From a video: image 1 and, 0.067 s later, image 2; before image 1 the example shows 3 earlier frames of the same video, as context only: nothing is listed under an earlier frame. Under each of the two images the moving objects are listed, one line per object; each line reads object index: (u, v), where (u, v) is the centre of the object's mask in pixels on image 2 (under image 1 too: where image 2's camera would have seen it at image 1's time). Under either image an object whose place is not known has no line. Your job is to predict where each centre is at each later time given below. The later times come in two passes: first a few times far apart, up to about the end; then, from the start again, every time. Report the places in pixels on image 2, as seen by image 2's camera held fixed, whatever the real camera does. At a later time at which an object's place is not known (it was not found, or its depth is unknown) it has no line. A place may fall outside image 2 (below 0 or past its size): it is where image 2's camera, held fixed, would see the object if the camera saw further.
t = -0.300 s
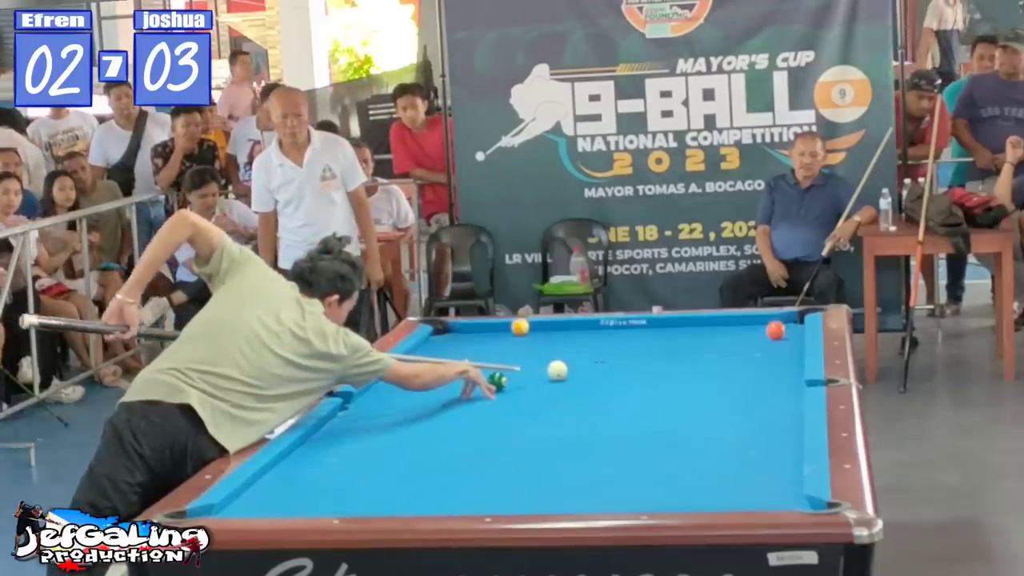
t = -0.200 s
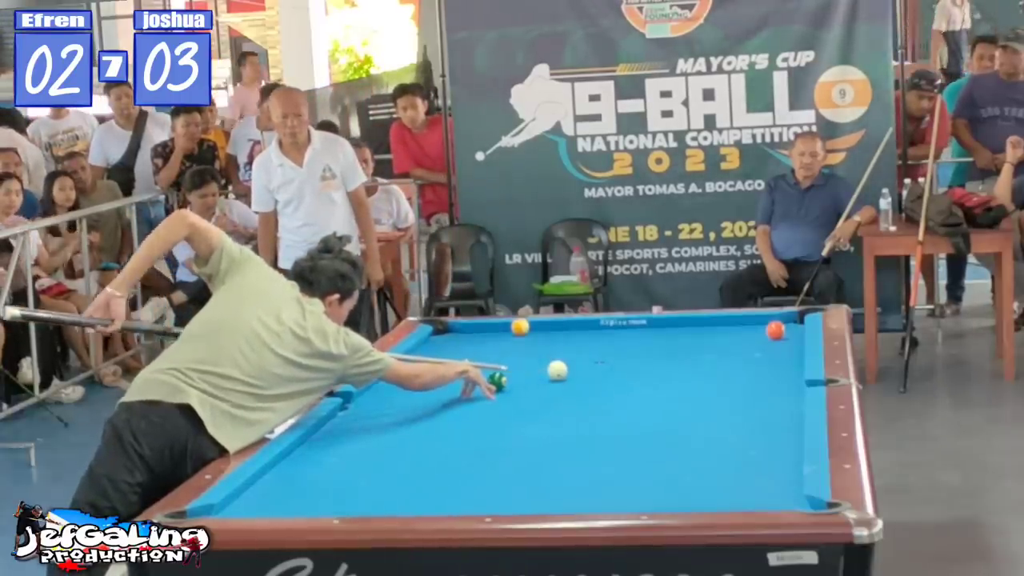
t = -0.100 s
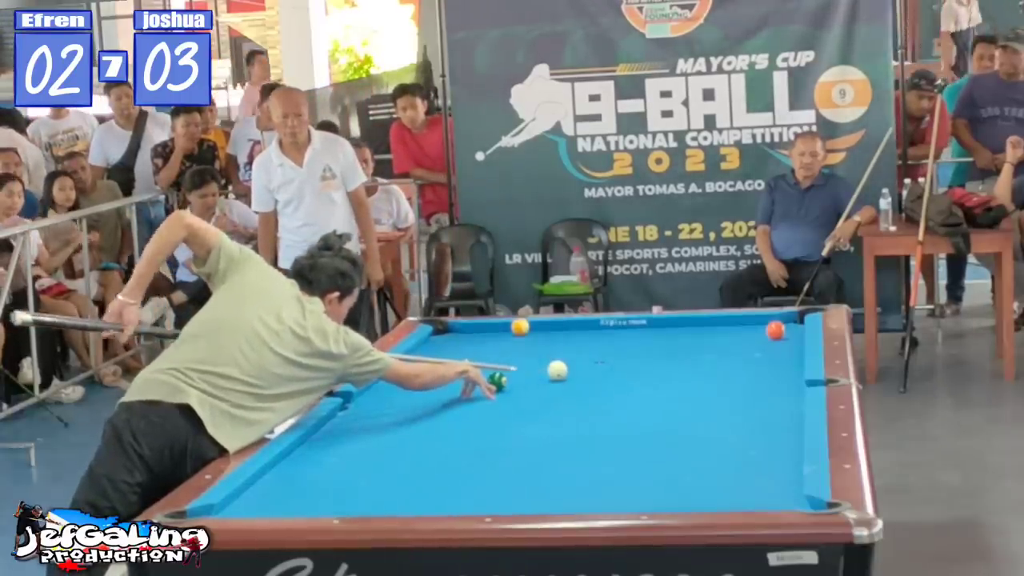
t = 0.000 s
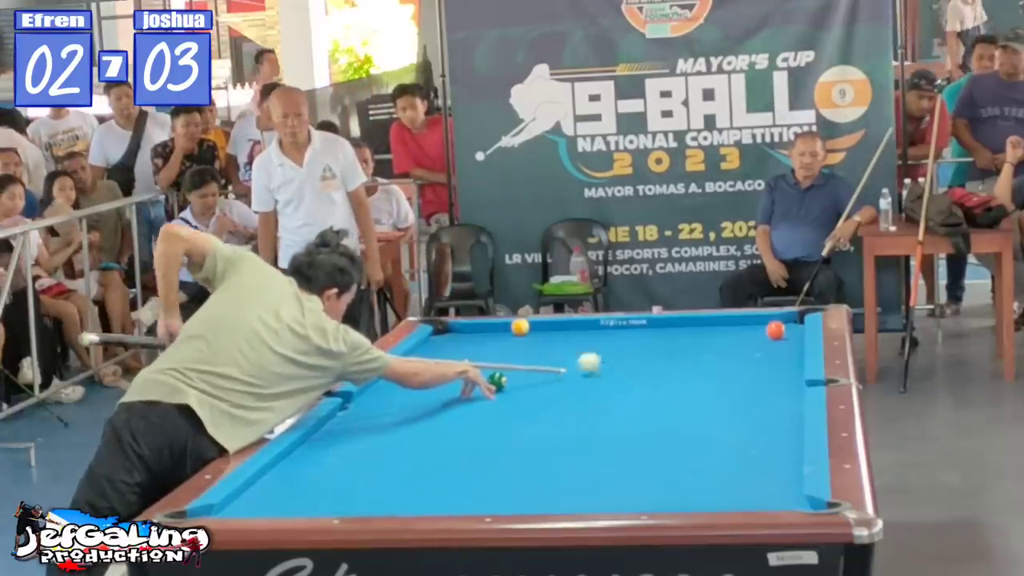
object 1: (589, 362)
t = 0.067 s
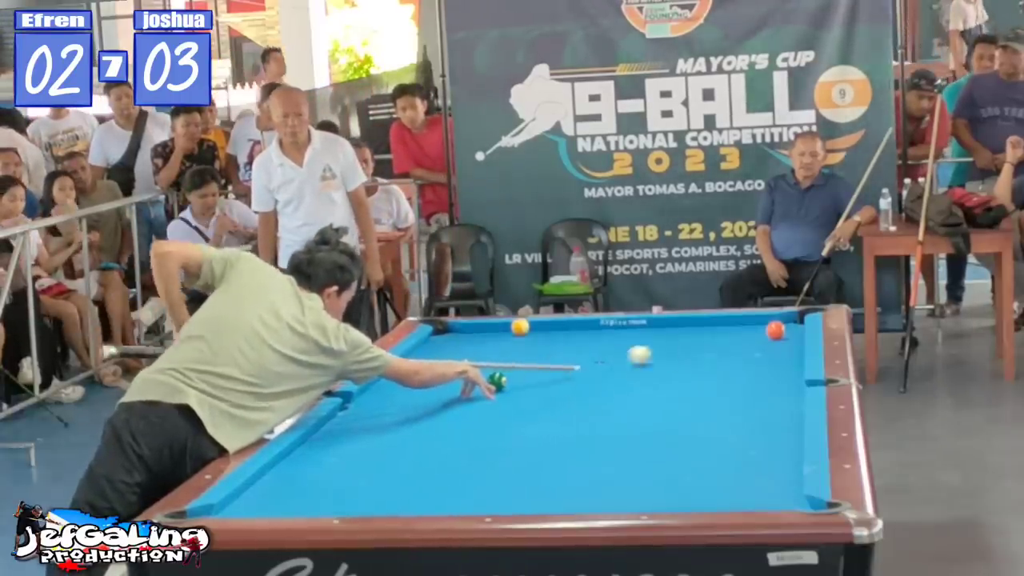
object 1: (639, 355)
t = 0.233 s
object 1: (749, 337)
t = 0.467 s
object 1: (764, 336)
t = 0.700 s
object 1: (719, 341)
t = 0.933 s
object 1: (673, 344)
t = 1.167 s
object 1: (629, 349)
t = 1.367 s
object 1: (591, 352)
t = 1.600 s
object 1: (549, 356)
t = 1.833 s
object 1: (507, 360)
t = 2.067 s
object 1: (465, 364)
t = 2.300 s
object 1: (425, 367)
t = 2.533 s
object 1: (395, 371)
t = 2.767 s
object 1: (411, 371)
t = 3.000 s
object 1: (427, 372)
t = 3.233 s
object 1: (441, 373)
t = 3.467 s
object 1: (454, 373)
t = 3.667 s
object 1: (464, 374)
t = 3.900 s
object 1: (474, 374)
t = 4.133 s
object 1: (482, 374)
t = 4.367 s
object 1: (489, 372)
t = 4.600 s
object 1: (498, 370)
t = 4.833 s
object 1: (505, 372)
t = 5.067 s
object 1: (508, 374)
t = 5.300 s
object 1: (510, 375)
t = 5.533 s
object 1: (511, 375)
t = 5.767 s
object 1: (512, 375)
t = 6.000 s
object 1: (512, 375)
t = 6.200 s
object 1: (512, 375)
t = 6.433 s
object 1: (512, 375)
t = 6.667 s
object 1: (512, 376)
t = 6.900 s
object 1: (512, 376)
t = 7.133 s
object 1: (512, 376)
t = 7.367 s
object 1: (512, 375)
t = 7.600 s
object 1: (512, 375)
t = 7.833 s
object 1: (512, 375)
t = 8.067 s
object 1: (512, 376)
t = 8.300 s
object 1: (512, 375)
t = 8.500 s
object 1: (512, 375)
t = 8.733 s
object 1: (512, 375)
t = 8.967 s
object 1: (512, 375)
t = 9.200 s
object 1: (512, 375)
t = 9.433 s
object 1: (512, 375)
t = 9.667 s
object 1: (511, 375)
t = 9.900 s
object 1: (512, 375)
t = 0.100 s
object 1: (663, 351)
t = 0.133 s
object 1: (686, 347)
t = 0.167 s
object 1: (708, 344)
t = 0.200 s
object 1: (729, 340)
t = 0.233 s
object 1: (749, 337)
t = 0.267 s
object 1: (768, 334)
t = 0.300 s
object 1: (783, 333)
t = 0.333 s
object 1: (796, 333)
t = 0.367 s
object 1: (790, 334)
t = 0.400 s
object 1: (780, 335)
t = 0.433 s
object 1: (772, 335)
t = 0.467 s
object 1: (764, 336)
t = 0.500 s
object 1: (758, 337)
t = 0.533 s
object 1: (751, 337)
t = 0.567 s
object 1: (745, 338)
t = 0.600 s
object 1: (738, 338)
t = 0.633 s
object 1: (732, 339)
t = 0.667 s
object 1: (725, 340)
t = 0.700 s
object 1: (719, 341)
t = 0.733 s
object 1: (712, 341)
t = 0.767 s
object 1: (706, 341)
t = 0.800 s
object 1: (699, 342)
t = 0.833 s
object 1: (693, 343)
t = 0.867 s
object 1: (686, 343)
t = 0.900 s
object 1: (679, 344)
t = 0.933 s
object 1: (673, 344)
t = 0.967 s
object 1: (667, 345)
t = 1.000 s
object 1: (661, 346)
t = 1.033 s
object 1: (654, 347)
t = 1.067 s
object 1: (648, 347)
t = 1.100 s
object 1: (641, 348)
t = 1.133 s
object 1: (635, 348)
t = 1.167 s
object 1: (629, 349)
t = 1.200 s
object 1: (623, 349)
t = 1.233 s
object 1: (616, 350)
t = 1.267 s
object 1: (610, 351)
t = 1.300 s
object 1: (604, 351)
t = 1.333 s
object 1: (598, 352)
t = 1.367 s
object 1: (591, 352)
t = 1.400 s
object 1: (585, 353)
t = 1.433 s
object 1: (579, 353)
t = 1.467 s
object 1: (573, 354)
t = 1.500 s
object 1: (567, 354)
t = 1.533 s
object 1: (561, 355)
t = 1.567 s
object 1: (555, 356)
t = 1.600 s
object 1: (549, 356)
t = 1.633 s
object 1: (543, 357)
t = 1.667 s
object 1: (536, 357)
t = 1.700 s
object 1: (531, 358)
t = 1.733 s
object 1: (525, 358)
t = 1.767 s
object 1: (519, 359)
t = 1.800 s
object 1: (513, 359)
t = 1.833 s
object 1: (507, 360)
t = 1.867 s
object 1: (501, 361)
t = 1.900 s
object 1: (495, 361)
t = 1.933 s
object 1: (489, 361)
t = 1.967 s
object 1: (483, 362)
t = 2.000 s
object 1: (477, 363)
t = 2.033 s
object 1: (471, 363)
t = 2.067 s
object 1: (465, 364)
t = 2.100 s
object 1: (460, 364)
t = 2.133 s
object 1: (454, 365)
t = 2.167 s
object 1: (448, 365)
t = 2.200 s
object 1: (443, 366)
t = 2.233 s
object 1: (437, 366)
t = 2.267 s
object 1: (431, 367)
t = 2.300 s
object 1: (425, 367)
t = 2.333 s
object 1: (420, 368)
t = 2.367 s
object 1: (414, 368)
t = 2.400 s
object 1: (409, 369)
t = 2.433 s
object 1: (403, 369)
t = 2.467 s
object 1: (398, 370)
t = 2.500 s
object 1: (392, 370)
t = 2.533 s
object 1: (395, 371)
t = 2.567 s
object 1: (398, 371)
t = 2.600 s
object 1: (400, 371)
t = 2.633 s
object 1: (402, 371)
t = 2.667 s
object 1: (405, 371)
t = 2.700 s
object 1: (407, 371)
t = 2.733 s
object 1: (409, 371)
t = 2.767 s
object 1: (411, 371)
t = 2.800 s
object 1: (414, 371)
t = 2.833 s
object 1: (416, 371)
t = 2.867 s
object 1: (418, 372)
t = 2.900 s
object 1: (420, 372)
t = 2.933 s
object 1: (422, 372)
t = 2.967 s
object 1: (424, 372)
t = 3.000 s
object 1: (427, 372)
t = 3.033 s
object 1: (429, 372)
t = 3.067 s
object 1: (431, 372)
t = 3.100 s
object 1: (433, 372)
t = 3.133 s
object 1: (435, 372)
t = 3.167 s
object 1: (437, 372)
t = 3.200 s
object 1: (439, 372)
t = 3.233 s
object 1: (441, 373)
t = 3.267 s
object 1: (443, 373)
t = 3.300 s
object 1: (444, 373)
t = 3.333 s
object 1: (446, 373)
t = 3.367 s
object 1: (448, 373)
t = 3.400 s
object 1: (450, 373)
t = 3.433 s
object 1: (452, 373)
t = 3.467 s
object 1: (454, 373)
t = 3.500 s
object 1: (455, 373)
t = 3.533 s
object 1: (457, 373)
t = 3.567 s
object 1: (458, 373)
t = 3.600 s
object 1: (460, 373)
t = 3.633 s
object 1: (462, 373)
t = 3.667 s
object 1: (464, 374)
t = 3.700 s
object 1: (465, 374)
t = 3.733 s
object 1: (467, 374)
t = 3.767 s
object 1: (468, 374)
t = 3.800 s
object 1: (470, 374)
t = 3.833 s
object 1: (471, 374)
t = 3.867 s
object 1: (473, 374)
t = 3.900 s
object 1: (474, 374)
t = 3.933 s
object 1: (475, 374)
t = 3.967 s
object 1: (476, 374)
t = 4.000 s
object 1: (478, 374)
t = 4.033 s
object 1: (479, 374)
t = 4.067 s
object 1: (480, 374)
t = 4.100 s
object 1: (481, 374)
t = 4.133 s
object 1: (482, 374)
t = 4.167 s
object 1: (483, 374)
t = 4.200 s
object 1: (483, 373)
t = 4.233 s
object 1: (484, 373)
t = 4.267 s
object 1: (485, 373)
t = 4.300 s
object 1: (486, 373)
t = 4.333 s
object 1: (487, 372)
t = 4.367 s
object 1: (489, 372)
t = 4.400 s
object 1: (490, 371)
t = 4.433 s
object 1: (491, 371)
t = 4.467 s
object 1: (492, 370)
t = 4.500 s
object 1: (493, 370)
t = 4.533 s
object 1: (495, 370)
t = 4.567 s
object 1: (496, 370)
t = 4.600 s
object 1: (498, 370)
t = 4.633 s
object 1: (499, 370)
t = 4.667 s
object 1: (500, 370)
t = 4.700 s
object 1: (501, 370)
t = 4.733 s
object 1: (502, 371)
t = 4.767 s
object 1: (503, 371)
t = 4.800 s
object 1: (504, 372)
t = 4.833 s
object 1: (505, 372)
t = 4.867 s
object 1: (505, 373)
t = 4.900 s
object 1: (506, 374)
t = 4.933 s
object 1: (506, 374)
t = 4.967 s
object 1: (507, 374)
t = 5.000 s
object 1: (507, 374)
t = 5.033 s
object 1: (507, 374)
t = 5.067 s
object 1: (508, 374)
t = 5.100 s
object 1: (508, 374)
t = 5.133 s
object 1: (508, 375)
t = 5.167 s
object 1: (509, 375)
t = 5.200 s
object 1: (509, 375)
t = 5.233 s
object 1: (509, 375)
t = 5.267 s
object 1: (509, 375)
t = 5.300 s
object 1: (510, 375)
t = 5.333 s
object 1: (510, 375)
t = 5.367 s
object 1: (510, 375)
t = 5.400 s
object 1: (510, 375)
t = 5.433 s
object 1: (510, 375)
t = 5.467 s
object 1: (511, 375)
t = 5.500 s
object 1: (511, 375)
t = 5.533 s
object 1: (511, 375)
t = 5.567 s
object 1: (511, 375)
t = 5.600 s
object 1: (511, 375)
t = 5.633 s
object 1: (511, 375)
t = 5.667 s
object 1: (511, 375)
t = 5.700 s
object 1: (512, 375)
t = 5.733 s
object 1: (512, 375)
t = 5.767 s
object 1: (512, 375)
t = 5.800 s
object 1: (512, 375)
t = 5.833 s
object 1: (512, 375)
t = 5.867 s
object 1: (512, 375)
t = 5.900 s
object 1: (512, 375)
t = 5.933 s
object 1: (512, 375)
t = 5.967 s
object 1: (512, 375)
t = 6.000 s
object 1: (512, 375)
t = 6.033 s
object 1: (512, 375)
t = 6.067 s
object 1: (512, 375)
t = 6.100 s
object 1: (512, 375)
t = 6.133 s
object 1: (512, 375)
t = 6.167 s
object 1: (512, 375)
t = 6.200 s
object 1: (512, 375)
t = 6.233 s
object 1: (512, 375)
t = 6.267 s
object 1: (512, 375)
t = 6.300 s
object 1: (512, 375)
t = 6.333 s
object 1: (512, 375)
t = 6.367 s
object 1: (512, 375)
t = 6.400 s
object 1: (512, 375)
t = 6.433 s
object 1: (512, 375)
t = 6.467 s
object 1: (512, 375)
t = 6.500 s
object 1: (512, 375)
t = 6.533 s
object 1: (512, 375)
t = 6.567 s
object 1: (512, 375)
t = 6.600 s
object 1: (512, 375)
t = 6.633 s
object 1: (512, 375)
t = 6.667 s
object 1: (512, 376)
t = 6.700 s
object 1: (512, 376)
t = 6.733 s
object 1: (512, 376)
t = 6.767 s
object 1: (512, 375)
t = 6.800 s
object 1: (512, 375)
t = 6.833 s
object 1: (512, 376)
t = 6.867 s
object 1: (512, 376)
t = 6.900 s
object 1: (512, 376)
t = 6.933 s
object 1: (512, 376)
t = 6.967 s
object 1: (512, 376)
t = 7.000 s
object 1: (512, 376)
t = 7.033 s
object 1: (512, 376)
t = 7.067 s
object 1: (512, 376)
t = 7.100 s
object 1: (512, 376)
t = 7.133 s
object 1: (512, 376)
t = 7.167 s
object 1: (512, 376)
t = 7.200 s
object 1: (512, 376)
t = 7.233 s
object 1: (512, 375)
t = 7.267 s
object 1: (512, 375)
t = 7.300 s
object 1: (512, 375)
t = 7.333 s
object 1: (512, 375)
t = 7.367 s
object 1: (512, 375)
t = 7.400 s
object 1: (512, 375)
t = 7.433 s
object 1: (512, 375)
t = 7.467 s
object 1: (512, 375)
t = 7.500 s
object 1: (512, 375)
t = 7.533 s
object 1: (512, 376)
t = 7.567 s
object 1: (512, 375)
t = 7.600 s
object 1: (512, 375)
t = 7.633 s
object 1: (512, 375)
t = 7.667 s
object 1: (512, 375)
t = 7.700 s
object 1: (512, 375)
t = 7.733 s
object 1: (512, 375)
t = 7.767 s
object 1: (512, 376)
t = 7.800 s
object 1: (512, 375)
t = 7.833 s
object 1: (512, 375)
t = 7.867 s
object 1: (512, 376)
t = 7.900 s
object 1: (512, 375)
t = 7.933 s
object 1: (512, 376)
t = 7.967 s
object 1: (512, 375)
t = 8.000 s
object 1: (512, 375)
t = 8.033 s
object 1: (512, 375)
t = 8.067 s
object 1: (512, 376)
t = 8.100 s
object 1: (512, 375)
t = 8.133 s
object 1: (512, 375)
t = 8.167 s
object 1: (512, 376)
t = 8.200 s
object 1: (512, 375)
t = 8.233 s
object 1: (512, 376)
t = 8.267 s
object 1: (512, 375)
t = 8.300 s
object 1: (512, 375)
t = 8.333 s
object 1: (512, 375)
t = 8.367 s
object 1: (512, 375)
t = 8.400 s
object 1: (512, 375)
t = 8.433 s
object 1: (512, 375)
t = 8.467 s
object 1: (512, 375)
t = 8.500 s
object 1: (512, 375)
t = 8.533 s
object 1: (512, 375)
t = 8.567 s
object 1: (512, 375)
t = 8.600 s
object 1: (512, 375)
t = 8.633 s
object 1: (512, 375)
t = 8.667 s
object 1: (512, 375)
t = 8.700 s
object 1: (512, 375)
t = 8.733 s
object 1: (512, 375)
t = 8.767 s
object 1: (512, 375)
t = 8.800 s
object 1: (512, 375)
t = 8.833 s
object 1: (512, 376)
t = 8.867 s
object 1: (512, 375)
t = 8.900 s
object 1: (512, 375)
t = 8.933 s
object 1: (512, 375)
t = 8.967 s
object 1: (512, 375)
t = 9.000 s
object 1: (512, 375)
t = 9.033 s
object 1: (512, 375)
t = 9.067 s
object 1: (512, 375)
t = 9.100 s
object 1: (512, 375)
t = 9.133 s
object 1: (512, 375)
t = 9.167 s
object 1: (512, 375)
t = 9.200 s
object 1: (512, 375)
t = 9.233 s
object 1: (512, 375)
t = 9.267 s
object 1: (512, 375)
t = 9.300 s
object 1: (512, 375)
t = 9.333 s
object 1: (512, 375)
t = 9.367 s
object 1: (511, 375)
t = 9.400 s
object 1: (512, 375)
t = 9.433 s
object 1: (512, 375)
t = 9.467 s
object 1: (511, 375)
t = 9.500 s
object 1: (511, 375)
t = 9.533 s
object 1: (511, 375)
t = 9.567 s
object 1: (511, 375)
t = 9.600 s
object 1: (511, 375)
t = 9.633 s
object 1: (511, 375)
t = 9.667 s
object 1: (511, 375)
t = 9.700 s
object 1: (512, 375)
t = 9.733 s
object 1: (511, 375)
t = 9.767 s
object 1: (511, 375)
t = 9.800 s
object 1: (511, 375)
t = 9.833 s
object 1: (511, 375)
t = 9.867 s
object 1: (511, 375)
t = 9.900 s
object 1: (512, 375)
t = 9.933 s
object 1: (512, 375)
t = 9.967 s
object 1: (511, 375)
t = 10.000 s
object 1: (511, 375)
